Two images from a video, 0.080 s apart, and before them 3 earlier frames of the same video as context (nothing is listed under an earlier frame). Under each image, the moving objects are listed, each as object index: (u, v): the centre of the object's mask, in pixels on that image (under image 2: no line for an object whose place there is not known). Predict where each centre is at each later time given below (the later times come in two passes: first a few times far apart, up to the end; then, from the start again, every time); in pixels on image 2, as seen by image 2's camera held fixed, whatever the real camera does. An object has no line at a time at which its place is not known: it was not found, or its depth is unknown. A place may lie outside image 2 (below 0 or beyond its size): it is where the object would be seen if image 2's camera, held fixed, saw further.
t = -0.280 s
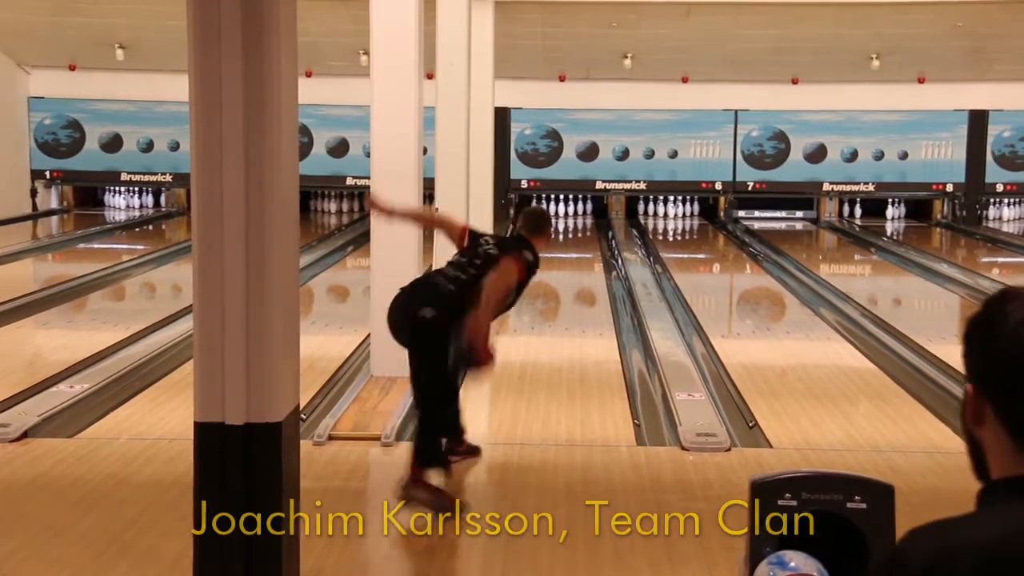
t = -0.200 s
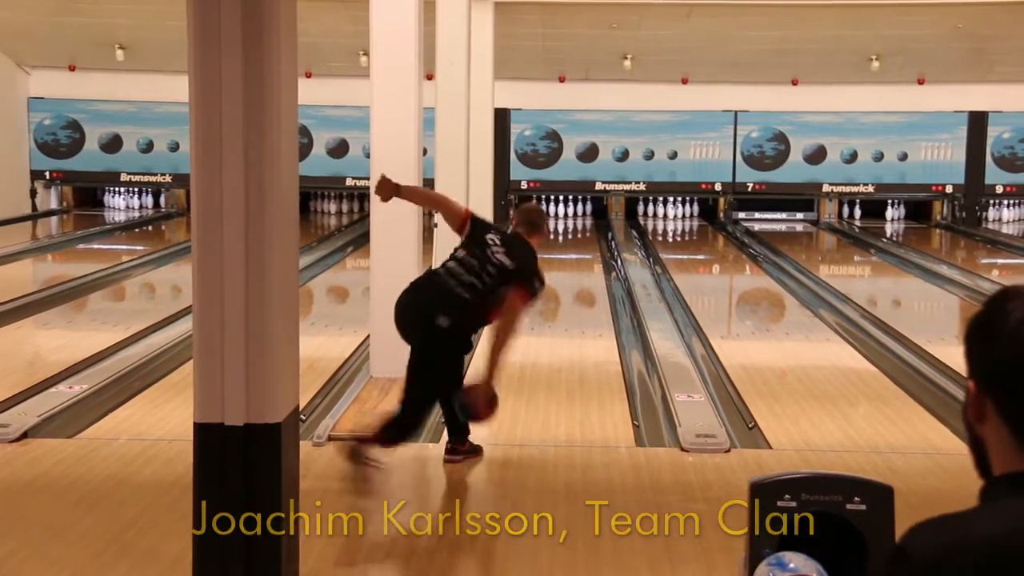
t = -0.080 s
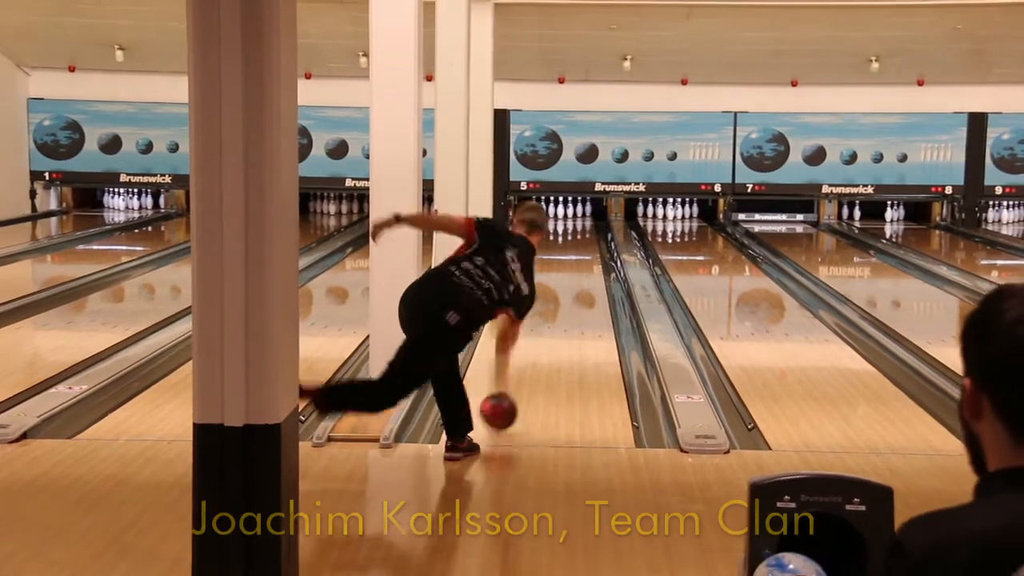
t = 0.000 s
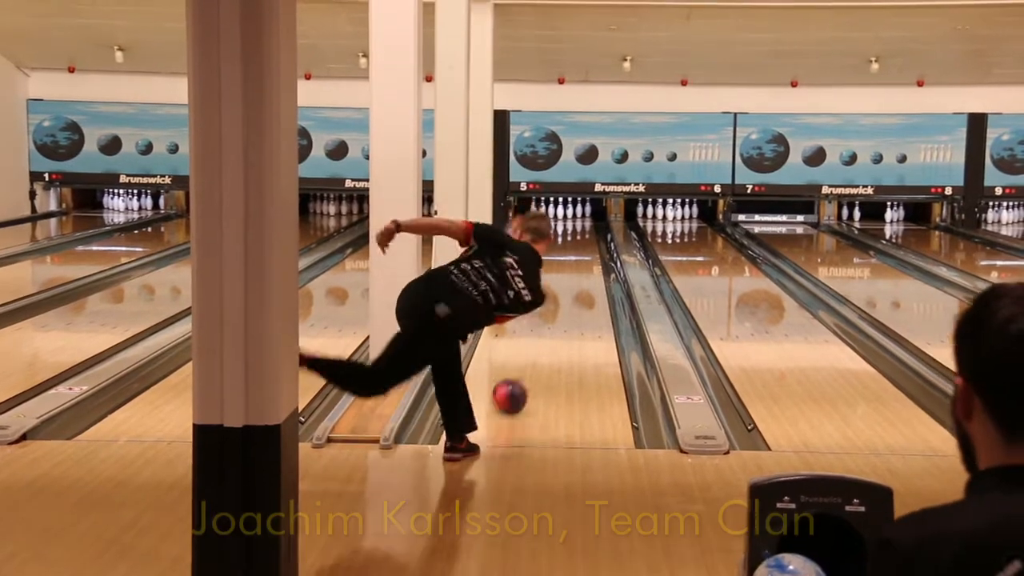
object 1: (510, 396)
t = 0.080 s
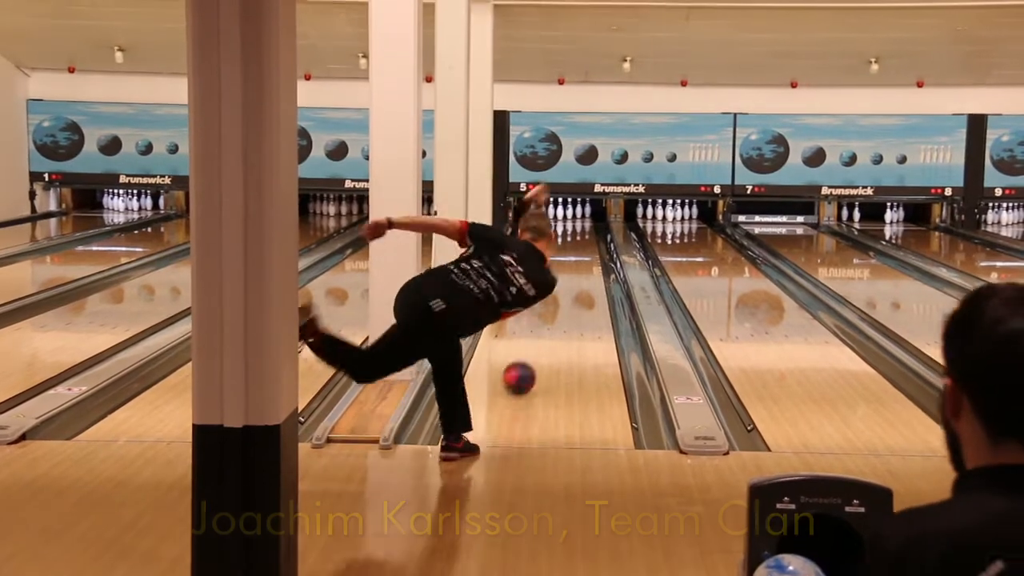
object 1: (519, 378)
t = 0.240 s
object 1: (535, 346)
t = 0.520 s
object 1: (554, 306)
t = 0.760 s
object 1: (565, 282)
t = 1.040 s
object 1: (574, 260)
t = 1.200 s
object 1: (578, 250)
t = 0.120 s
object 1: (523, 369)
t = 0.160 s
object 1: (527, 361)
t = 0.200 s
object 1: (531, 353)
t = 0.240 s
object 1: (535, 346)
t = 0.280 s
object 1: (538, 339)
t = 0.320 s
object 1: (541, 332)
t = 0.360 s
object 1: (544, 326)
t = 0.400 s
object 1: (547, 321)
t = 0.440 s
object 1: (550, 315)
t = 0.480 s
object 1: (552, 311)
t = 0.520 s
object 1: (554, 306)
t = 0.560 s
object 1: (556, 301)
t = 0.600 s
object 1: (558, 297)
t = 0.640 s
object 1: (560, 293)
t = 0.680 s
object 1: (562, 289)
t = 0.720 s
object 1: (564, 285)
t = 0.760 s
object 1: (565, 282)
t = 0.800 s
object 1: (567, 278)
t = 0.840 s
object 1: (568, 275)
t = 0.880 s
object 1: (570, 271)
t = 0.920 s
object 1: (571, 269)
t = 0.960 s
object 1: (572, 265)
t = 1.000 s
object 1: (573, 262)
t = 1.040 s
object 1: (574, 260)
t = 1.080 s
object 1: (575, 257)
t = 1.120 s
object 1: (575, 256)
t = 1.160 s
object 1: (577, 253)
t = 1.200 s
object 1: (578, 250)
